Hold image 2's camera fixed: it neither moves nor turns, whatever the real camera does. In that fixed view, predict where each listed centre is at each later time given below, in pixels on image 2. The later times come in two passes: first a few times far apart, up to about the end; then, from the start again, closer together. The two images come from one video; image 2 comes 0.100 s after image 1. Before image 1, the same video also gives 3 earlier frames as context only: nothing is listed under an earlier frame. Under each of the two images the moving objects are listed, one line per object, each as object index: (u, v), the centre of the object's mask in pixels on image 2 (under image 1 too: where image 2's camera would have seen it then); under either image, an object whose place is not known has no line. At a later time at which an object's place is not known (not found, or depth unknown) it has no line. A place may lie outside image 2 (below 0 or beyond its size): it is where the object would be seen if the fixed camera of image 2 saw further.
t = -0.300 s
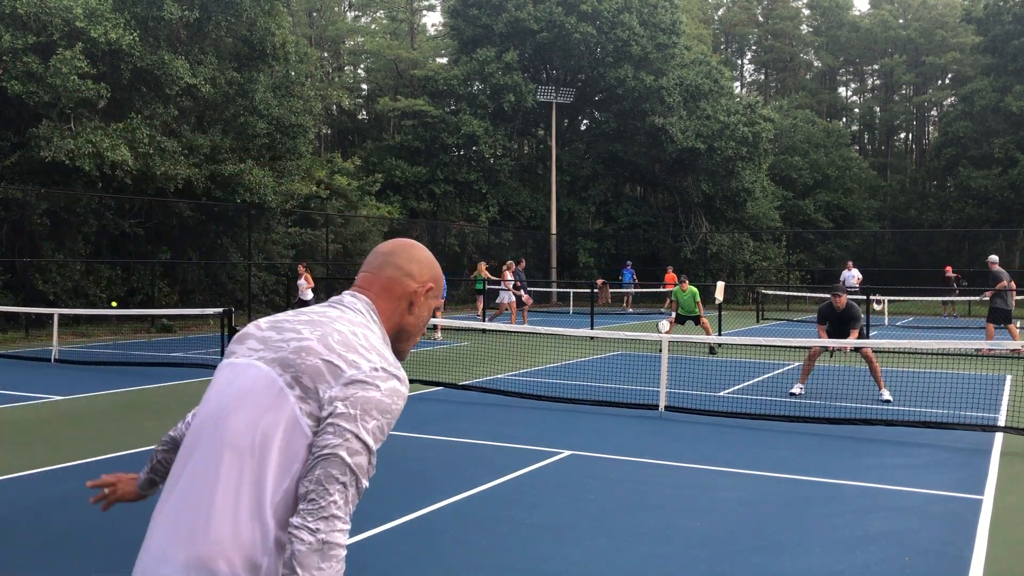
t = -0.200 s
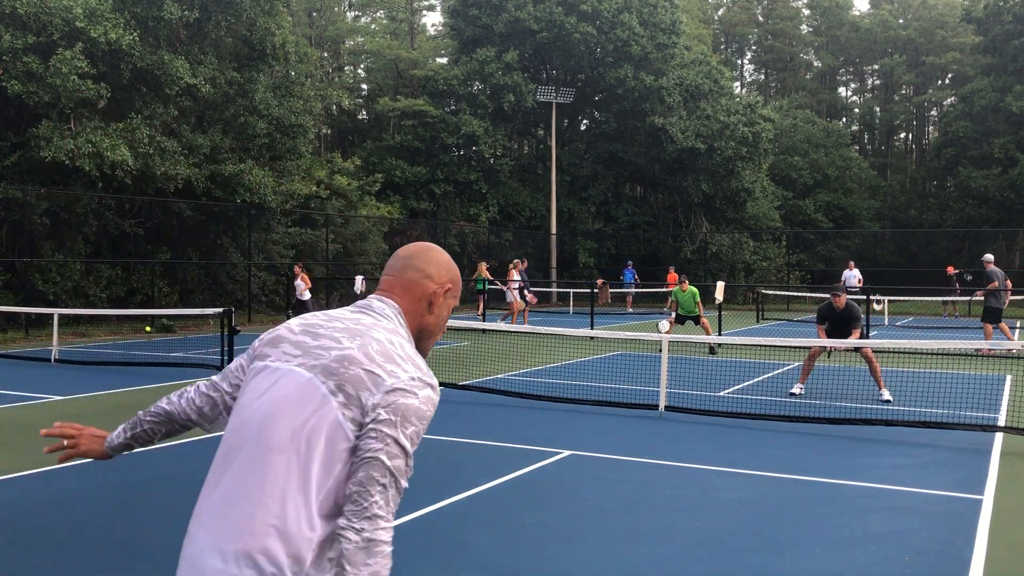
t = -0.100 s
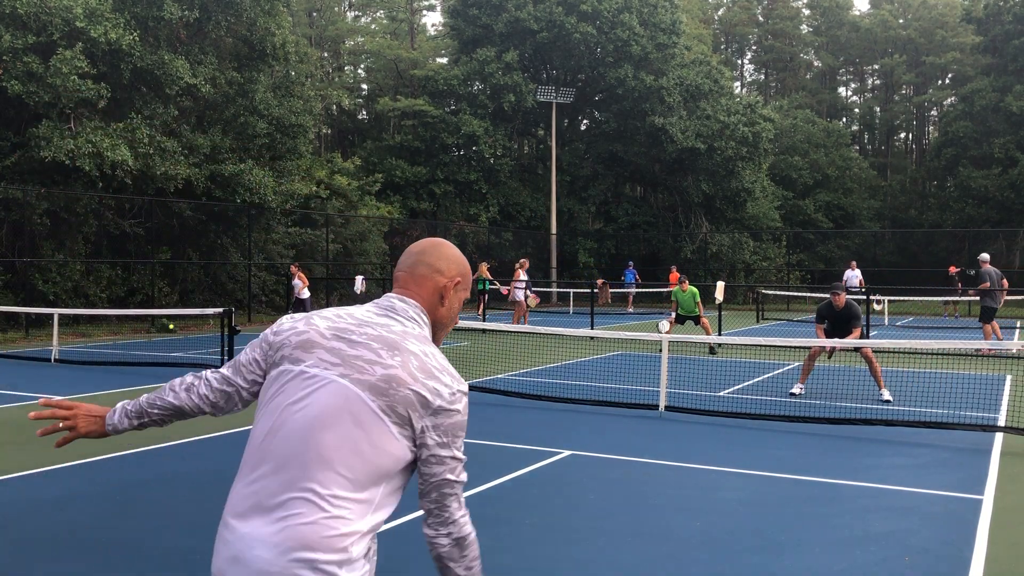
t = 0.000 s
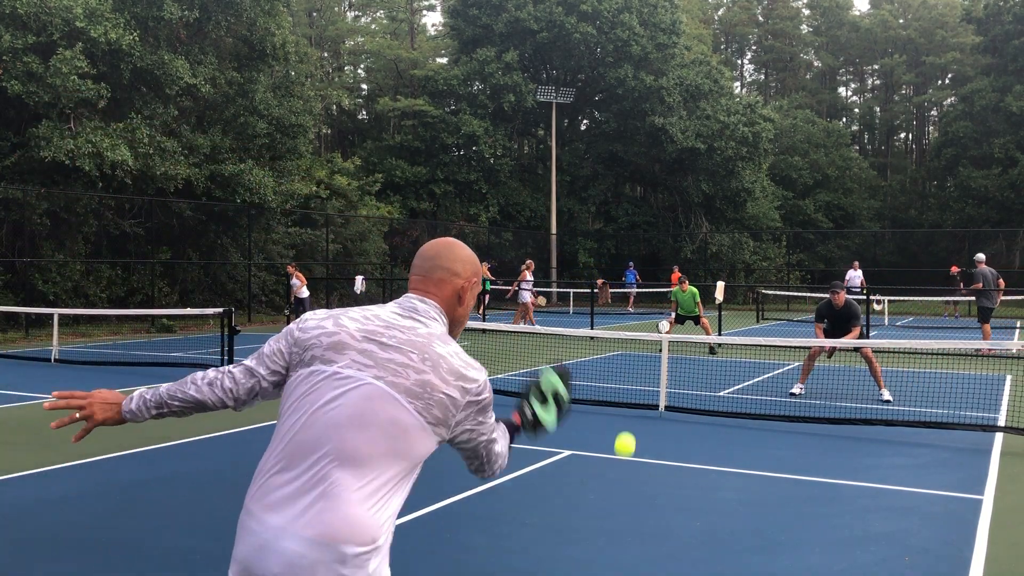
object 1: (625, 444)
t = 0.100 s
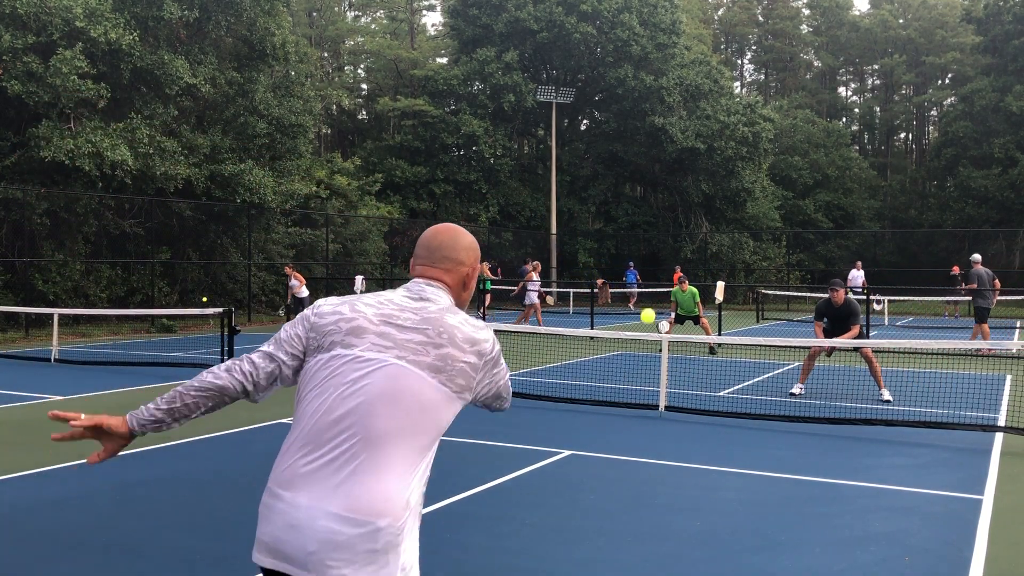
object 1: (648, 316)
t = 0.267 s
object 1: (664, 255)
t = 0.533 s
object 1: (675, 268)
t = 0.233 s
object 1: (662, 260)
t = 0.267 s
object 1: (664, 255)
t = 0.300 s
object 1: (667, 252)
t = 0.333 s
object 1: (669, 251)
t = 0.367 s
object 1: (670, 251)
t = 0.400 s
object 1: (672, 253)
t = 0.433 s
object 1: (673, 255)
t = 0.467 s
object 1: (674, 259)
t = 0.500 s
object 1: (675, 263)
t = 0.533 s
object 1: (675, 268)
